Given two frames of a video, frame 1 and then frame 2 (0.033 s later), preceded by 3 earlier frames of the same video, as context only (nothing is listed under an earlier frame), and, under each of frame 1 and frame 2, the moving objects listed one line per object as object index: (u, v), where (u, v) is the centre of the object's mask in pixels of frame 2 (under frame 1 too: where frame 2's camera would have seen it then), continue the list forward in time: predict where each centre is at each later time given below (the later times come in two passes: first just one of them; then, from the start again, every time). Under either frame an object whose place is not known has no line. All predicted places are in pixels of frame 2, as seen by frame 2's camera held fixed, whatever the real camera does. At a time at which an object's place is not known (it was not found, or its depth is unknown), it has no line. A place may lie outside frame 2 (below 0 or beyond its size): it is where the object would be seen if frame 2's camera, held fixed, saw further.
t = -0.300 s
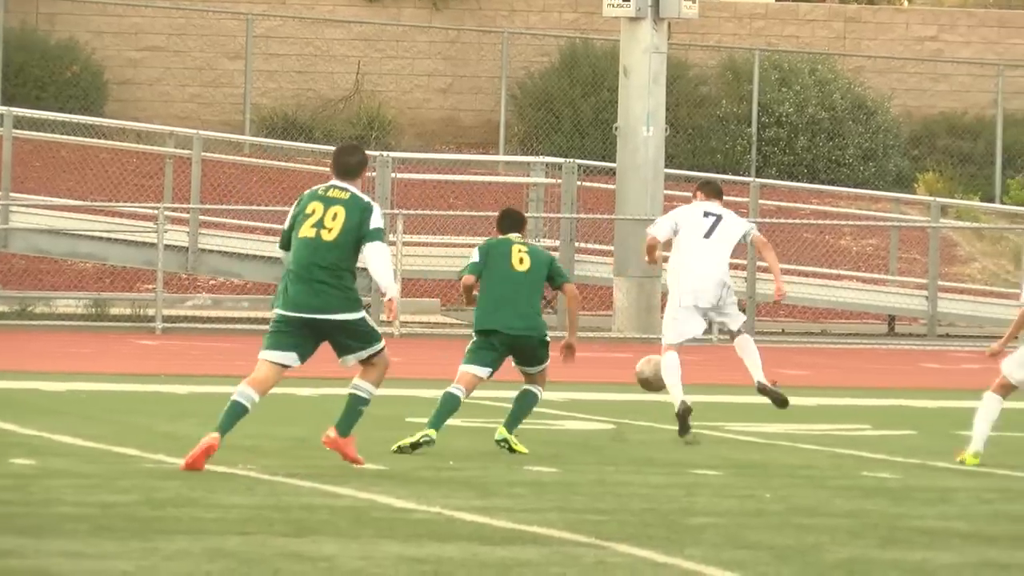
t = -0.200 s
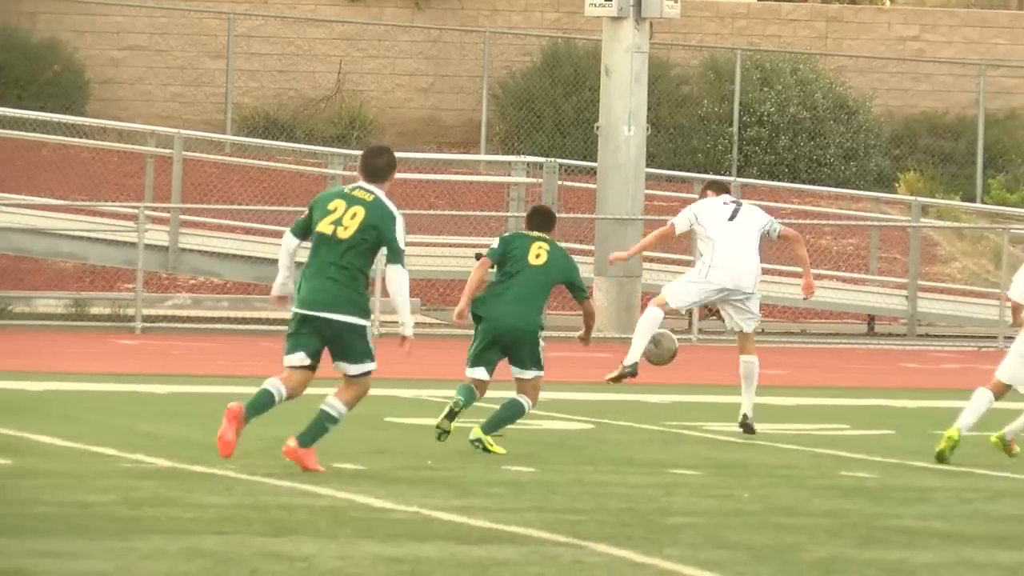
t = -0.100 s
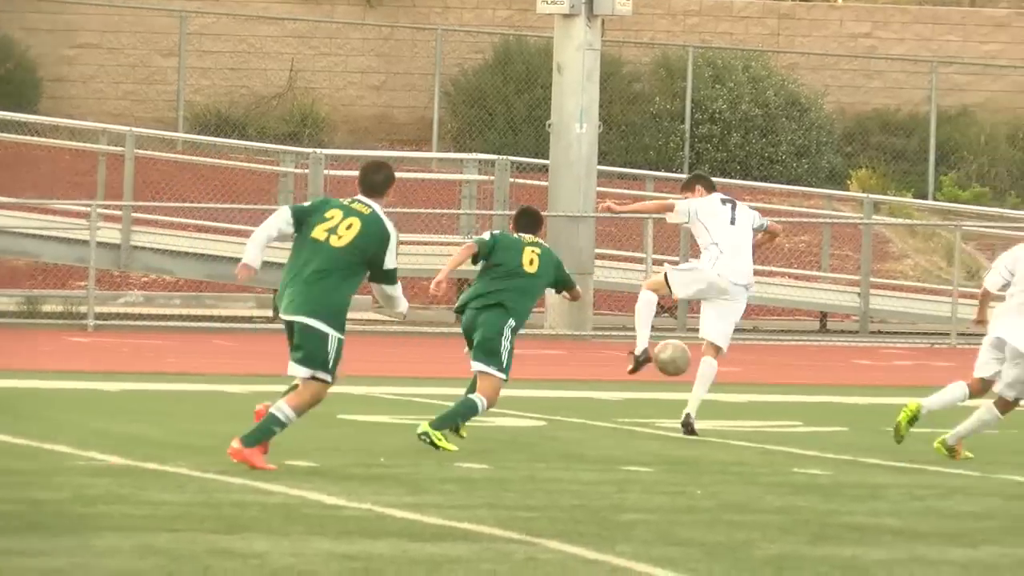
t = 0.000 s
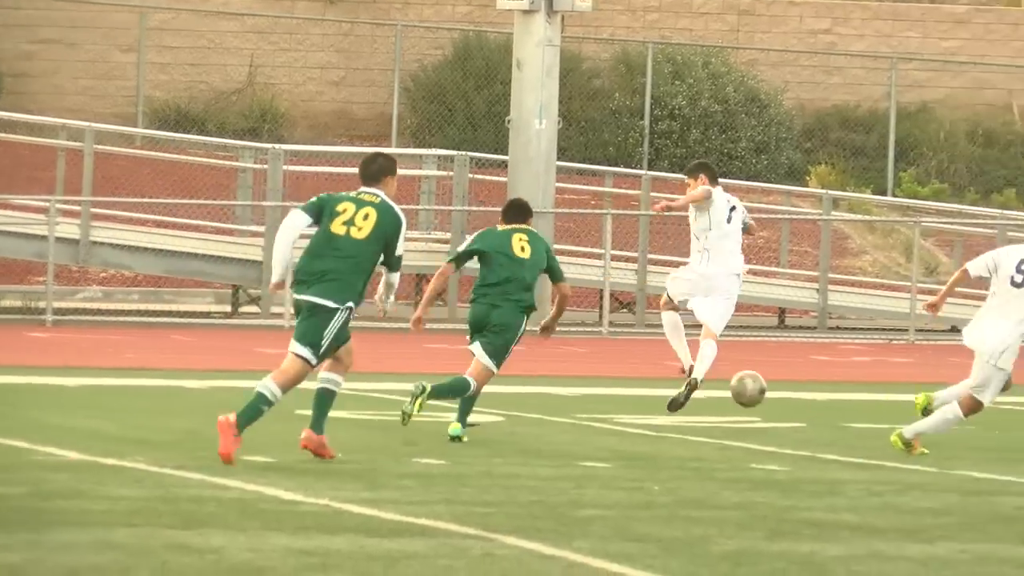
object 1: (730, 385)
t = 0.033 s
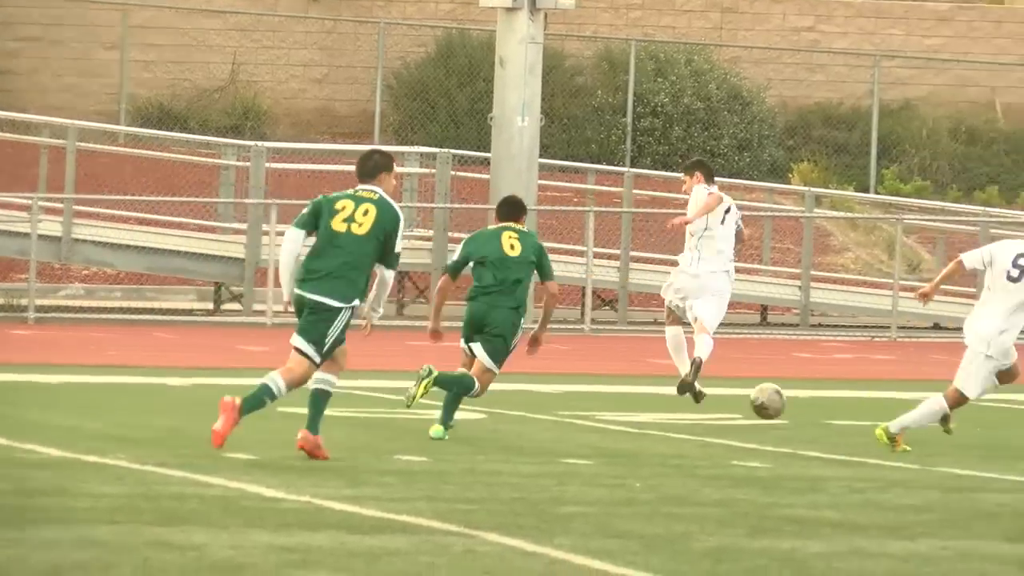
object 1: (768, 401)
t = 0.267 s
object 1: (932, 360)
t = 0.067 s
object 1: (802, 411)
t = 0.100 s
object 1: (823, 397)
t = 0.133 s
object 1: (846, 387)
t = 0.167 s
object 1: (867, 377)
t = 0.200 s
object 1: (889, 369)
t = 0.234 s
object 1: (910, 364)
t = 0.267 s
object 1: (932, 360)
